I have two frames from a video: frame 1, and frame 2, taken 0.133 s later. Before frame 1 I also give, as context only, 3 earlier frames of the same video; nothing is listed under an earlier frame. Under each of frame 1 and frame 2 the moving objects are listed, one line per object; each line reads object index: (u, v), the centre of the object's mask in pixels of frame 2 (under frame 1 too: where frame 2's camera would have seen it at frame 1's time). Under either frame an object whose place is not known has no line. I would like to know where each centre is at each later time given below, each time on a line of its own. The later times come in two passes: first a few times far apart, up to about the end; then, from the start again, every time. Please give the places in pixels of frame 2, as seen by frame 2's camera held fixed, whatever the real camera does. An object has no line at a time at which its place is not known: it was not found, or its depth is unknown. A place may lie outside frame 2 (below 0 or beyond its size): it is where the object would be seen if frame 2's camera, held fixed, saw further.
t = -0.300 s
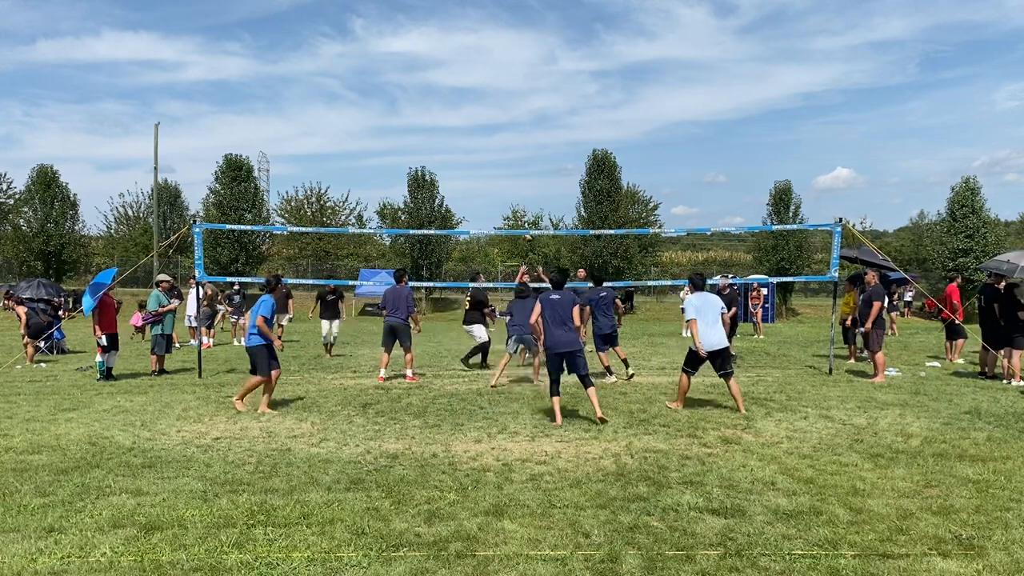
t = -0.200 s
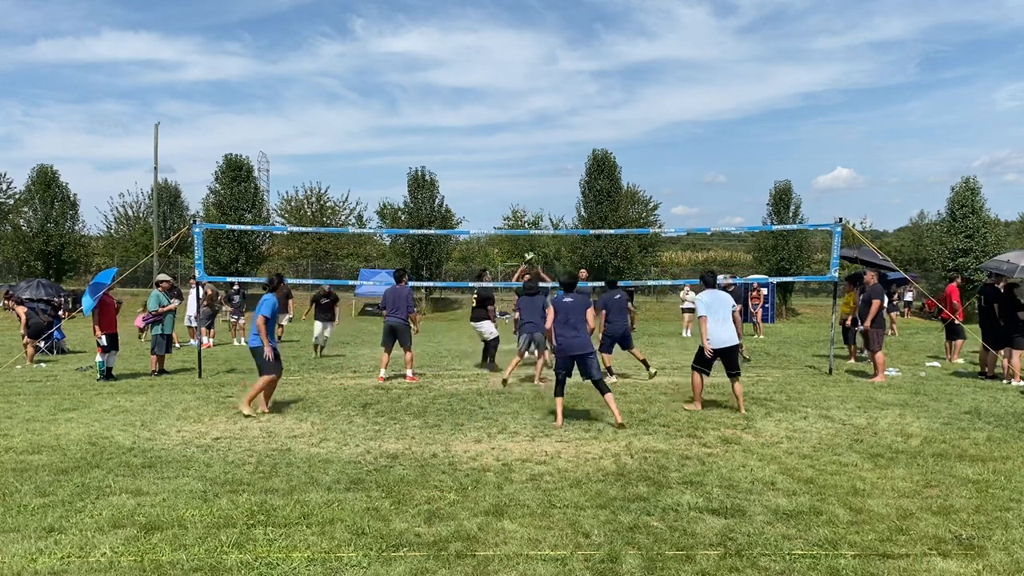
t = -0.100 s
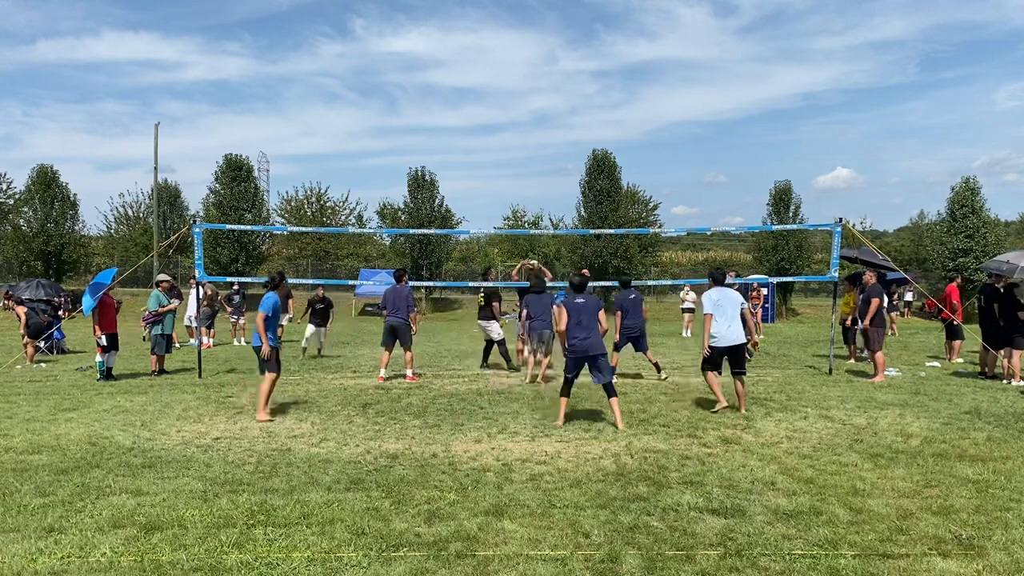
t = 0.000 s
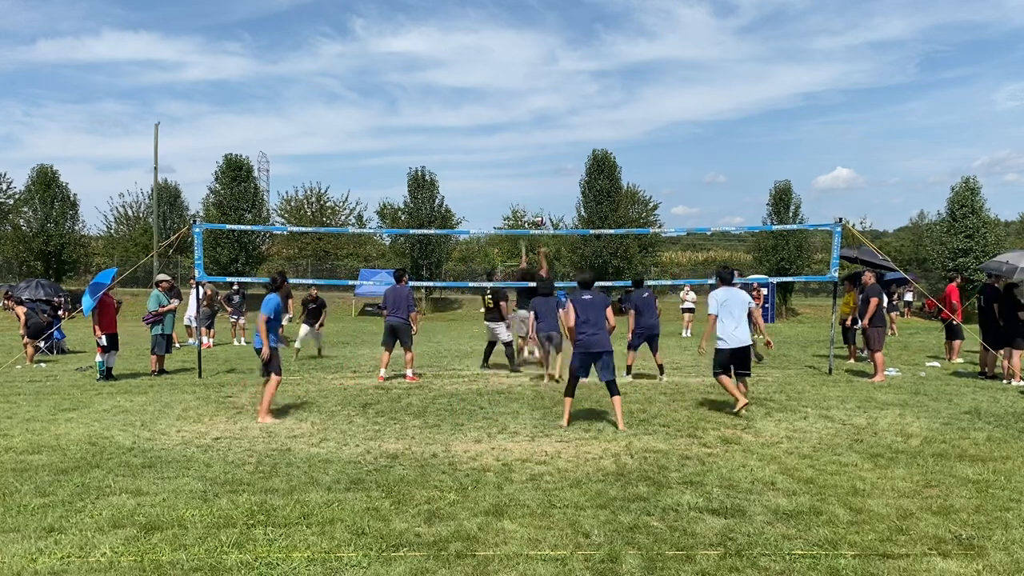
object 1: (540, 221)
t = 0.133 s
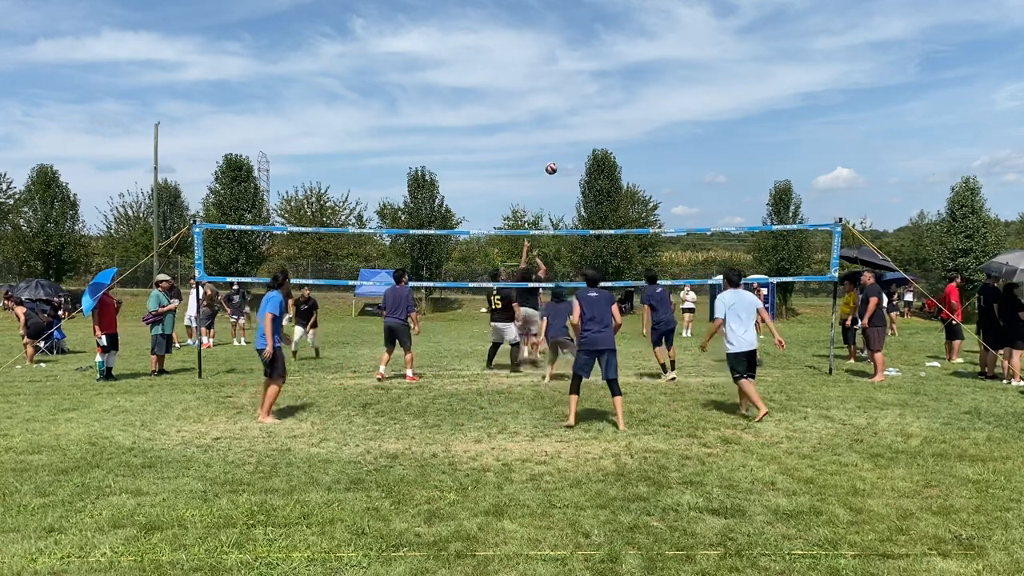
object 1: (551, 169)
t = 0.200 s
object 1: (556, 147)
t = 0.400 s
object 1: (572, 97)
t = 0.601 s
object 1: (588, 72)
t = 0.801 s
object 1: (602, 70)
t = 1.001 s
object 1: (616, 92)
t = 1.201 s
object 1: (628, 135)
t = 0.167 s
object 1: (554, 157)
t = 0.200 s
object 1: (556, 147)
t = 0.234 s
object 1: (559, 137)
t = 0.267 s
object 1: (562, 127)
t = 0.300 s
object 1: (565, 119)
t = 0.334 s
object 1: (567, 111)
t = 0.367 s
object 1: (570, 104)
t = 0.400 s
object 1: (572, 97)
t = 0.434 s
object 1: (575, 91)
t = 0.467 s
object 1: (577, 86)
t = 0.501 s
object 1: (580, 82)
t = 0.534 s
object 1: (582, 78)
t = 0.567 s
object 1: (585, 74)
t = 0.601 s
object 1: (588, 72)
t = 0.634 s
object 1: (590, 70)
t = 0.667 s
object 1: (592, 69)
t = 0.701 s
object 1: (595, 68)
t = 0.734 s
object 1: (597, 68)
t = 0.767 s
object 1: (599, 69)
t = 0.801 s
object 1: (602, 70)
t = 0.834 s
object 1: (604, 73)
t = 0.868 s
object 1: (606, 75)
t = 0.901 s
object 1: (609, 78)
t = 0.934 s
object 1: (611, 82)
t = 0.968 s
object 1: (613, 86)
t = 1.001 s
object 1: (616, 92)
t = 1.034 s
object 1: (618, 97)
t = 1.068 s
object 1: (620, 103)
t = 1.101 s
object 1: (622, 110)
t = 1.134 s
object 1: (624, 118)
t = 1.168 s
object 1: (626, 126)
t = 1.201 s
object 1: (628, 135)
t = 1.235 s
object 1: (630, 143)
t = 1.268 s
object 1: (632, 153)
